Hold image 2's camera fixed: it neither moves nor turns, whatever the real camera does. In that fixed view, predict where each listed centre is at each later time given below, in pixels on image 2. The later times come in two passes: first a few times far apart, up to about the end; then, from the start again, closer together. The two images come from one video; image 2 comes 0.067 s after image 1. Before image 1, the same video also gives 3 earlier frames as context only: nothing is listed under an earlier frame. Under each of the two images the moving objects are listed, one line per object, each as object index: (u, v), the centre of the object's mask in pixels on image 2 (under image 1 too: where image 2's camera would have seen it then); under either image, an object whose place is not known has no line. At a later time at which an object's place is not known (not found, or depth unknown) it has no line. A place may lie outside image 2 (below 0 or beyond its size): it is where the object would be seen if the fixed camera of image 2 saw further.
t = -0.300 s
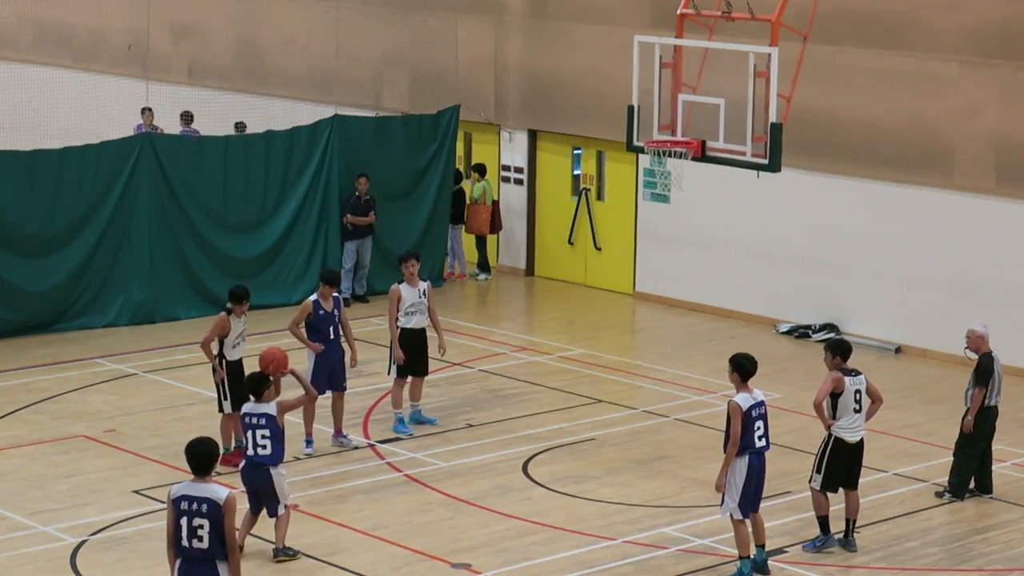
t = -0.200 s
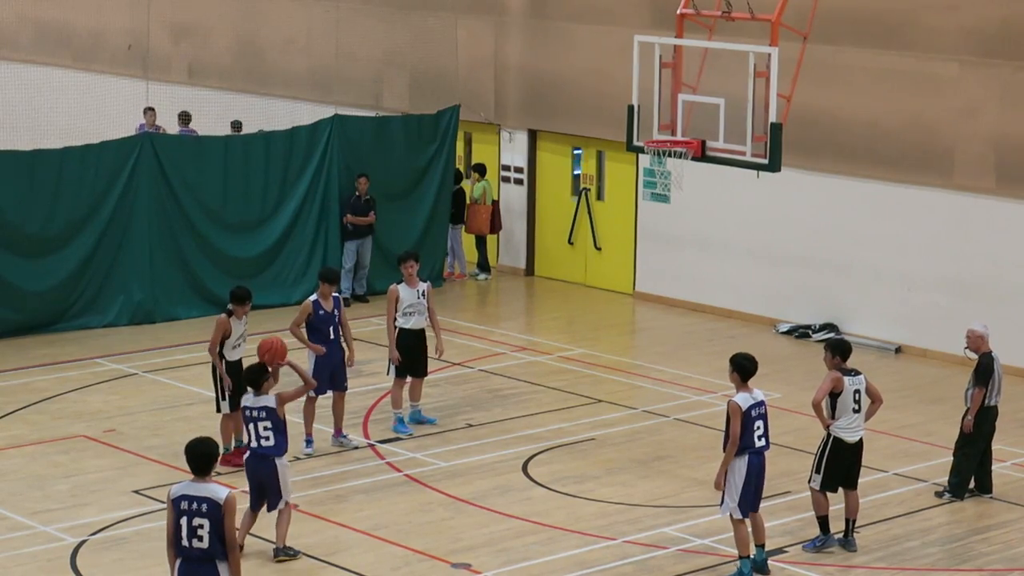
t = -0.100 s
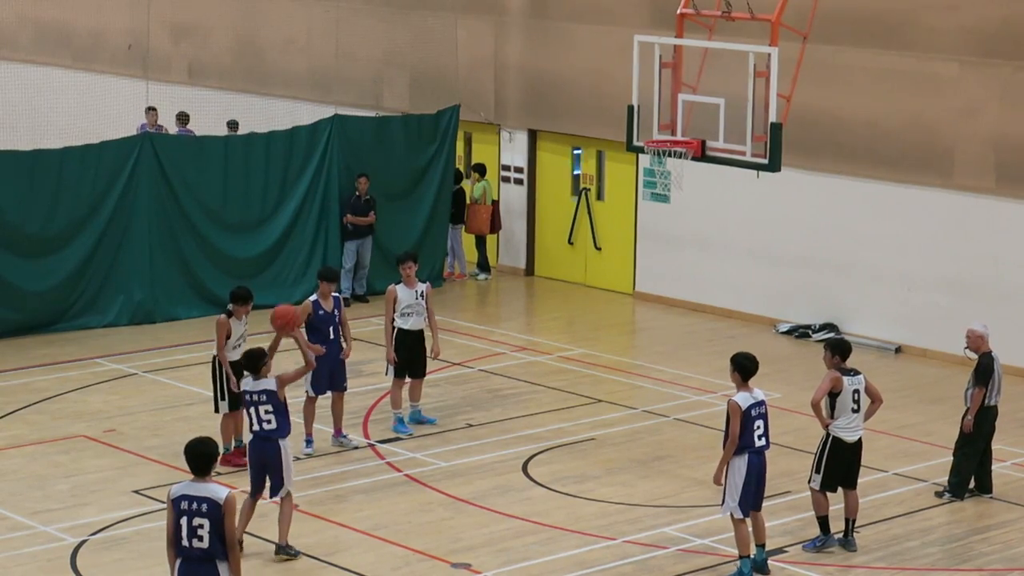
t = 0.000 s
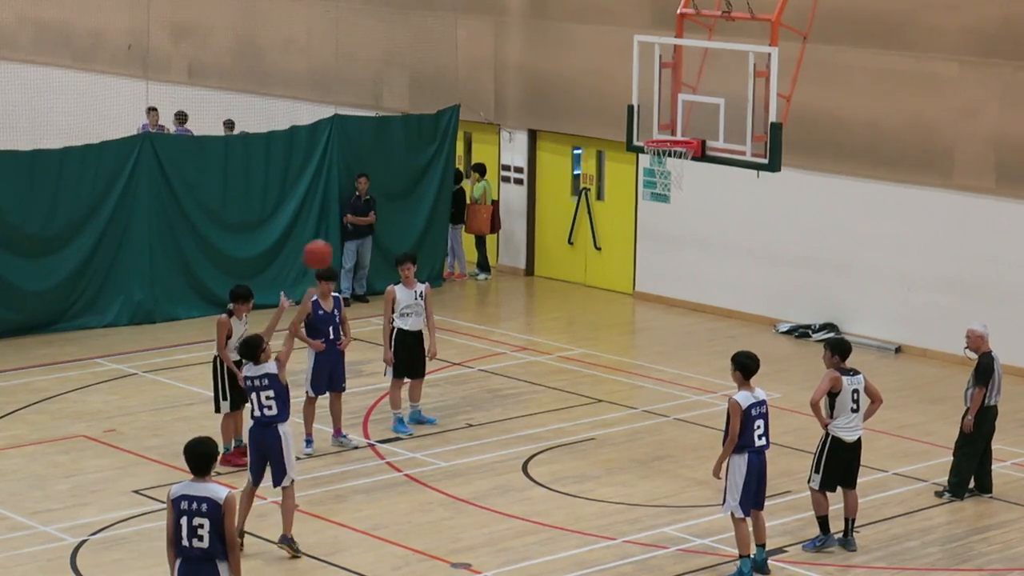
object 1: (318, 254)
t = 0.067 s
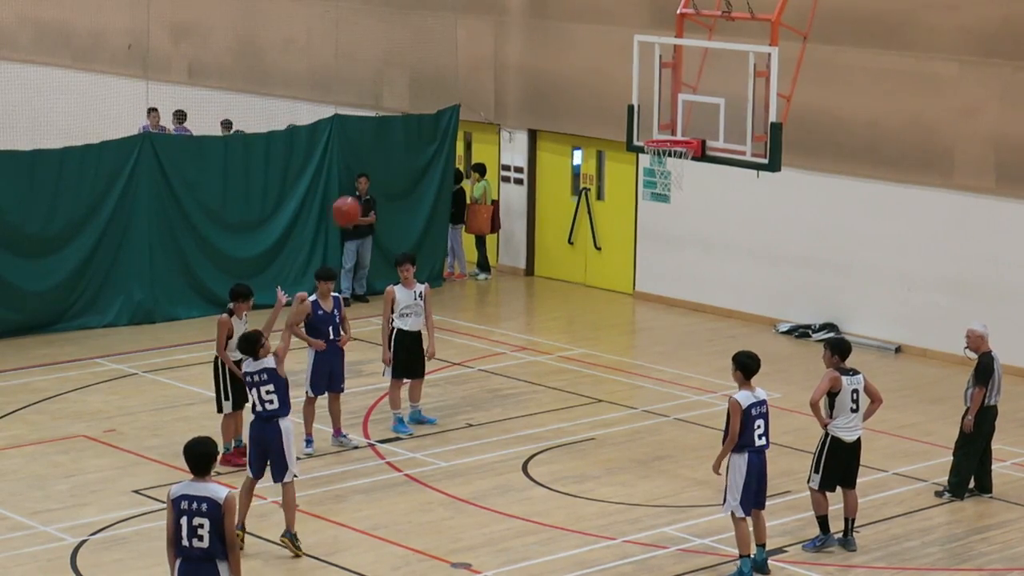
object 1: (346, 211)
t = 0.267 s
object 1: (429, 116)
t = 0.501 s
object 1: (519, 67)
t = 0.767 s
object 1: (614, 88)
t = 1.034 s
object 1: (689, 172)
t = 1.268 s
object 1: (691, 262)
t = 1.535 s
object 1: (693, 429)
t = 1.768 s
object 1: (677, 353)
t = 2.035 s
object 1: (654, 282)
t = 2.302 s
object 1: (629, 282)
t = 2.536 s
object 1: (605, 343)
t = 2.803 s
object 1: (578, 455)
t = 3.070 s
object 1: (558, 370)
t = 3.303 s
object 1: (540, 355)
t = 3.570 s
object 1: (518, 407)
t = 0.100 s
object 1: (360, 192)
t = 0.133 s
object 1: (374, 174)
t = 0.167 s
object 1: (388, 157)
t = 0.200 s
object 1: (401, 142)
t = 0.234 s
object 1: (415, 128)
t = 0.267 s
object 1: (429, 116)
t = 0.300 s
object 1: (442, 105)
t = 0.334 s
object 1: (455, 95)
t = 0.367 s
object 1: (469, 88)
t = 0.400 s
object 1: (481, 81)
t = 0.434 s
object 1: (494, 75)
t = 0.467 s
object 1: (507, 71)
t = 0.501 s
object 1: (519, 67)
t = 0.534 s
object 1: (531, 66)
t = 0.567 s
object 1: (544, 65)
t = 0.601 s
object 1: (556, 67)
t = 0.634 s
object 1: (568, 68)
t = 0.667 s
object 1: (580, 71)
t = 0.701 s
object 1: (591, 75)
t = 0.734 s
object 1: (603, 81)
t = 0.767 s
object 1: (614, 88)
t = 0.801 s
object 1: (625, 96)
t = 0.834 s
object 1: (636, 104)
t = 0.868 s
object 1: (647, 115)
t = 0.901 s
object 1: (658, 126)
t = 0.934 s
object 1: (668, 134)
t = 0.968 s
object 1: (677, 156)
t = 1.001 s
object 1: (688, 163)
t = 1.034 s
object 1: (689, 172)
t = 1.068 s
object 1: (690, 181)
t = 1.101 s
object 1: (690, 192)
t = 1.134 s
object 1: (690, 203)
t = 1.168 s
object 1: (690, 216)
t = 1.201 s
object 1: (691, 230)
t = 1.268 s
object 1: (691, 262)
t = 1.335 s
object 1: (692, 297)
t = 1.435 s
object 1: (692, 358)
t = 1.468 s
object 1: (692, 381)
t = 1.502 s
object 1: (693, 404)
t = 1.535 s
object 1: (693, 429)
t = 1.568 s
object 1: (693, 452)
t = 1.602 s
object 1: (690, 434)
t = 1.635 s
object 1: (688, 415)
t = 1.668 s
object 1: (685, 398)
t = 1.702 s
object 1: (683, 382)
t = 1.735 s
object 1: (680, 367)
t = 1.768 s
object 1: (677, 353)
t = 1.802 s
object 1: (675, 340)
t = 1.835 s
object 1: (672, 329)
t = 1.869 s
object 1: (669, 319)
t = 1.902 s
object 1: (666, 309)
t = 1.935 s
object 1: (663, 300)
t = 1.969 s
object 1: (660, 293)
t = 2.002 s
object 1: (657, 287)
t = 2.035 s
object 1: (654, 282)
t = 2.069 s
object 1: (651, 278)
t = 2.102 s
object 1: (648, 275)
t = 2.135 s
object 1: (645, 273)
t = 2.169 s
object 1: (642, 273)
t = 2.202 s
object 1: (639, 273)
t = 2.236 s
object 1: (635, 275)
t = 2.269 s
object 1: (632, 278)
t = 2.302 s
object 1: (629, 282)
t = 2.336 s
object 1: (626, 288)
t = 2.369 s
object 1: (622, 294)
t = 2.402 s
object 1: (619, 301)
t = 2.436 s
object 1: (616, 311)
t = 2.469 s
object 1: (612, 320)
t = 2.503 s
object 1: (609, 331)
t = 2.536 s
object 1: (605, 343)
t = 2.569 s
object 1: (601, 357)
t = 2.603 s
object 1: (598, 371)
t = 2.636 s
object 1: (595, 387)
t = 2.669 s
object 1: (591, 404)
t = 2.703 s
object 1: (587, 422)
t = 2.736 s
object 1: (583, 440)
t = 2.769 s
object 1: (580, 461)
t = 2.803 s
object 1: (578, 455)
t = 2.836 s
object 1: (575, 440)
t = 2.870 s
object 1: (573, 427)
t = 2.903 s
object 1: (570, 415)
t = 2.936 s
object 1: (568, 403)
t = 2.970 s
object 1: (566, 393)
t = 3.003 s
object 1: (563, 384)
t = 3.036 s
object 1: (561, 377)
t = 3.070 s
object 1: (558, 370)
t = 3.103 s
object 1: (556, 364)
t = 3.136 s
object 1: (553, 360)
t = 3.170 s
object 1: (551, 356)
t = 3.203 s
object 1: (548, 355)
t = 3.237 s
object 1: (546, 353)
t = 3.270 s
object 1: (543, 354)
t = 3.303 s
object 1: (540, 355)
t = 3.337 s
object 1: (538, 357)
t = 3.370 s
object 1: (535, 361)
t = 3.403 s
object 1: (532, 366)
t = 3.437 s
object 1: (529, 372)
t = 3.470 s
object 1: (527, 379)
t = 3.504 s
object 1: (524, 387)
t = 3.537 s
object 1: (521, 396)
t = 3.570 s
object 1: (518, 407)
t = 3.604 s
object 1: (515, 419)
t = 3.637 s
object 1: (513, 432)
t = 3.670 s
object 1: (509, 446)
